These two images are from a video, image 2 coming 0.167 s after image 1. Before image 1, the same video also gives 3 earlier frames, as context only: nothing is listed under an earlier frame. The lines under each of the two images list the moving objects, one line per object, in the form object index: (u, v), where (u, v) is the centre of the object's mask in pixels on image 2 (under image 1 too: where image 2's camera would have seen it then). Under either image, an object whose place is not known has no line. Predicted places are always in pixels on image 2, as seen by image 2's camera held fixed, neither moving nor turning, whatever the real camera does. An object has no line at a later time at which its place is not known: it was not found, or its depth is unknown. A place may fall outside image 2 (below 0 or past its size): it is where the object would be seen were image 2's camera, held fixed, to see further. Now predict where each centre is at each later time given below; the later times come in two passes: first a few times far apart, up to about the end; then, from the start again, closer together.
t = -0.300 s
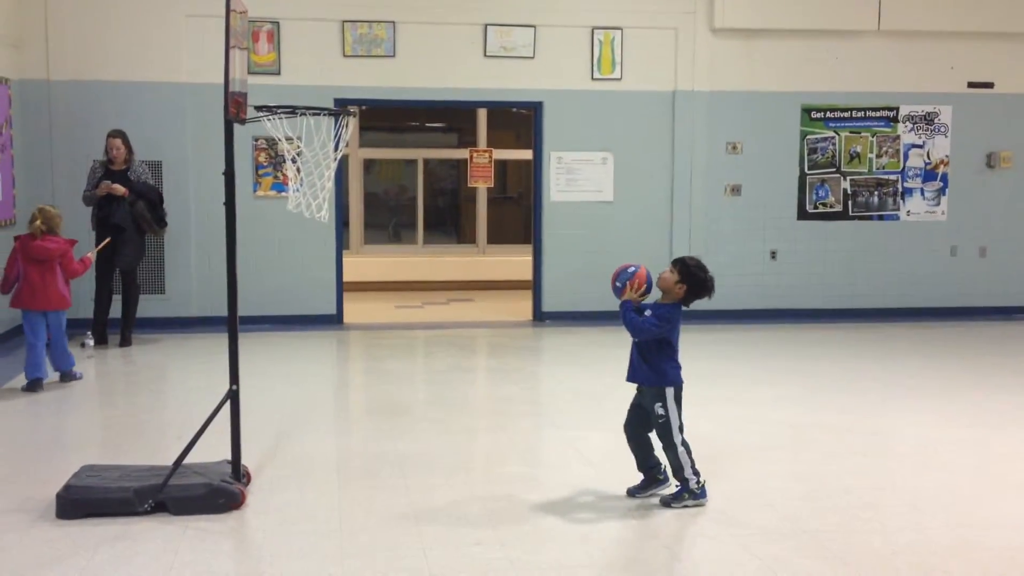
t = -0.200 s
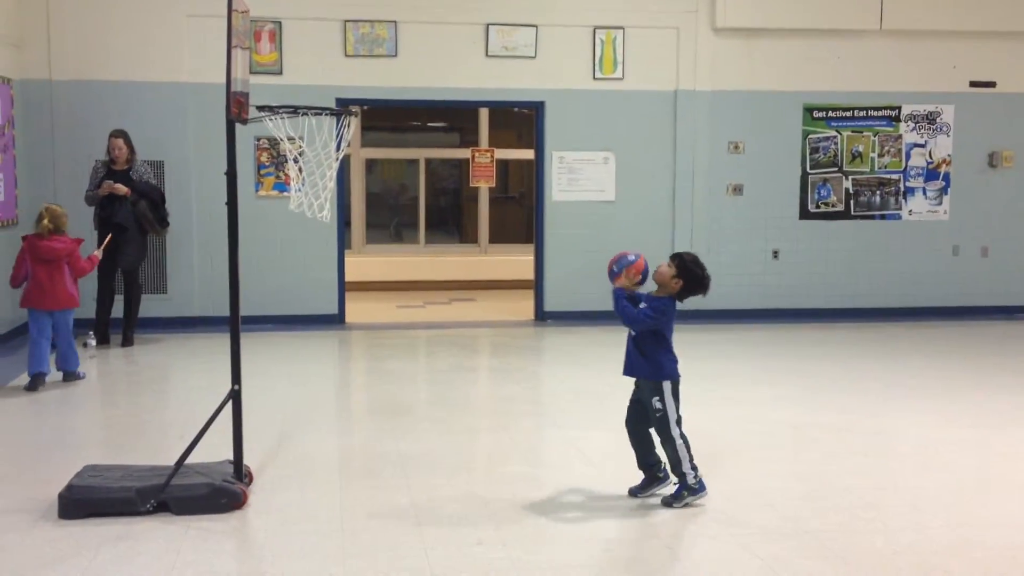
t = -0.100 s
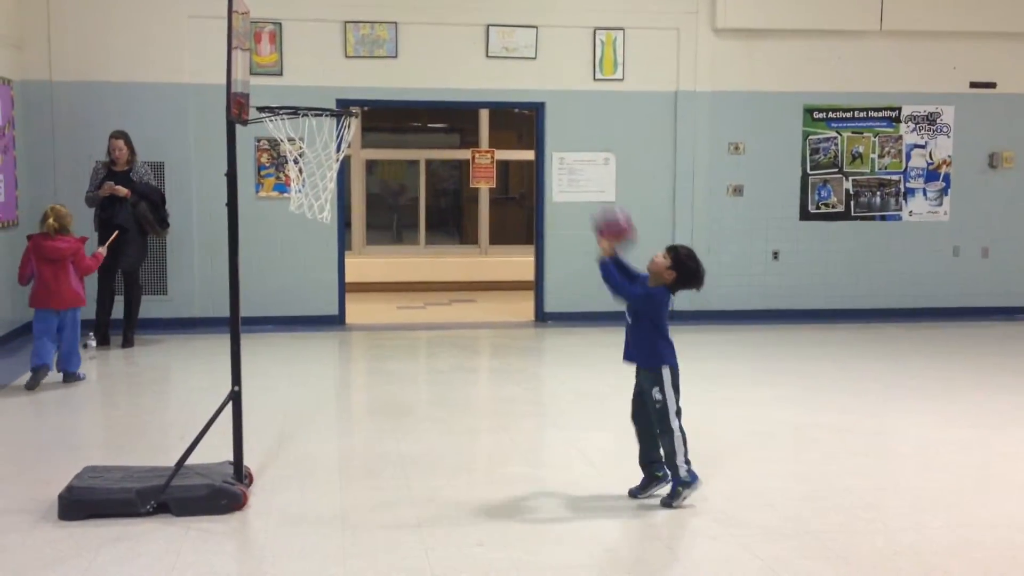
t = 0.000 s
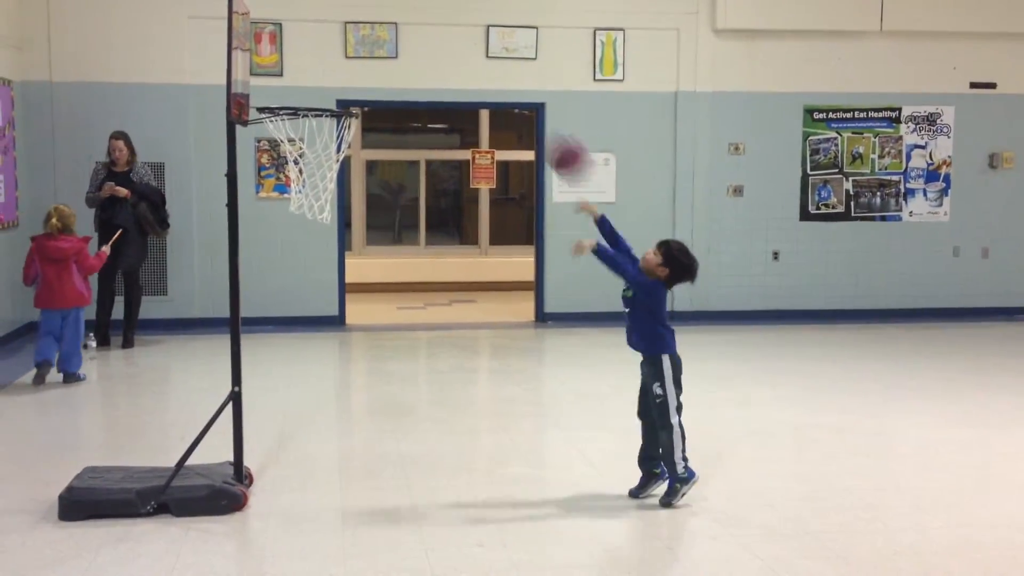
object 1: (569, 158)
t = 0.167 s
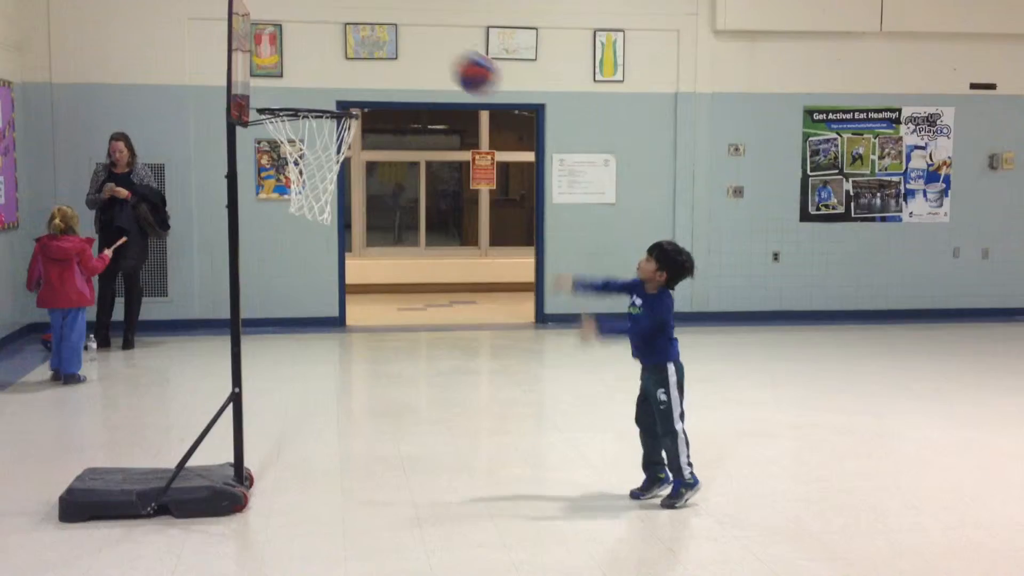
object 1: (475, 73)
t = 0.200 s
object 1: (457, 63)
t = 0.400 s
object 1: (349, 59)
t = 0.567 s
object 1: (297, 101)
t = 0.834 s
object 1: (307, 131)
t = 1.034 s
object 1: (292, 213)
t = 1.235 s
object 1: (281, 353)
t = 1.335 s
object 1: (275, 454)
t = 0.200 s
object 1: (457, 63)
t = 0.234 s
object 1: (438, 56)
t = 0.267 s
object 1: (421, 52)
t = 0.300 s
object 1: (403, 50)
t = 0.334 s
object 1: (384, 50)
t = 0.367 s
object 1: (368, 53)
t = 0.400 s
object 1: (349, 59)
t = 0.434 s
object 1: (329, 68)
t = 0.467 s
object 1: (312, 78)
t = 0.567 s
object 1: (297, 101)
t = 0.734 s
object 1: (319, 108)
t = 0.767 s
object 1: (314, 112)
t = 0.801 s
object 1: (310, 120)
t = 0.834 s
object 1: (307, 131)
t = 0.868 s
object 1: (304, 143)
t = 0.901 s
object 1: (303, 156)
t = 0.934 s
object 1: (297, 170)
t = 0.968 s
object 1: (296, 182)
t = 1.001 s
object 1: (294, 200)
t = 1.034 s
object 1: (292, 213)
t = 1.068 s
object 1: (290, 227)
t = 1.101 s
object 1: (289, 247)
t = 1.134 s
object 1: (287, 271)
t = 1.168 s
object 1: (285, 294)
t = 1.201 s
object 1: (283, 323)
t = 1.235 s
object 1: (281, 353)
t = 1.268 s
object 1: (279, 385)
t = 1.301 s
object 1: (277, 420)
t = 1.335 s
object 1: (275, 454)
